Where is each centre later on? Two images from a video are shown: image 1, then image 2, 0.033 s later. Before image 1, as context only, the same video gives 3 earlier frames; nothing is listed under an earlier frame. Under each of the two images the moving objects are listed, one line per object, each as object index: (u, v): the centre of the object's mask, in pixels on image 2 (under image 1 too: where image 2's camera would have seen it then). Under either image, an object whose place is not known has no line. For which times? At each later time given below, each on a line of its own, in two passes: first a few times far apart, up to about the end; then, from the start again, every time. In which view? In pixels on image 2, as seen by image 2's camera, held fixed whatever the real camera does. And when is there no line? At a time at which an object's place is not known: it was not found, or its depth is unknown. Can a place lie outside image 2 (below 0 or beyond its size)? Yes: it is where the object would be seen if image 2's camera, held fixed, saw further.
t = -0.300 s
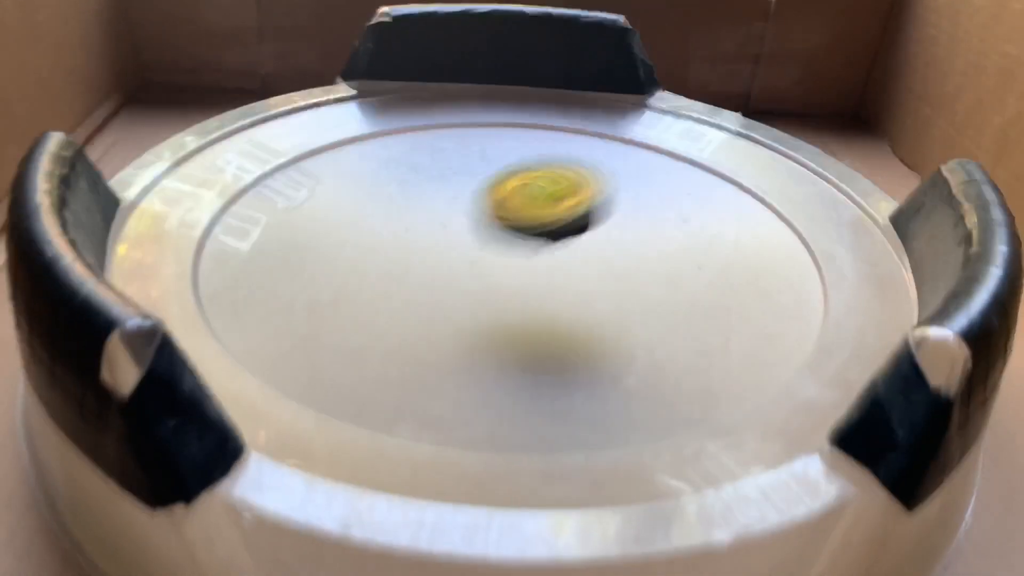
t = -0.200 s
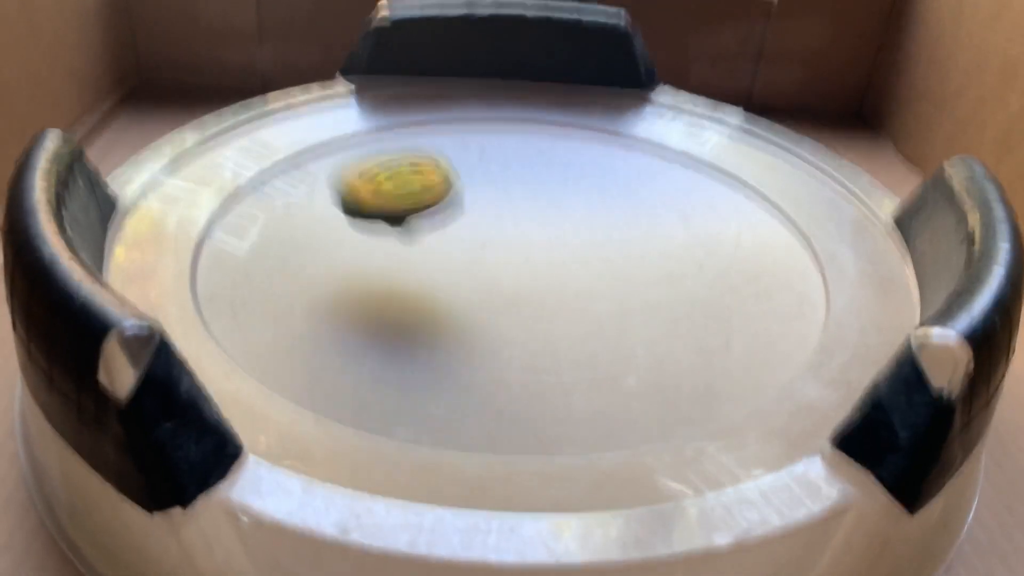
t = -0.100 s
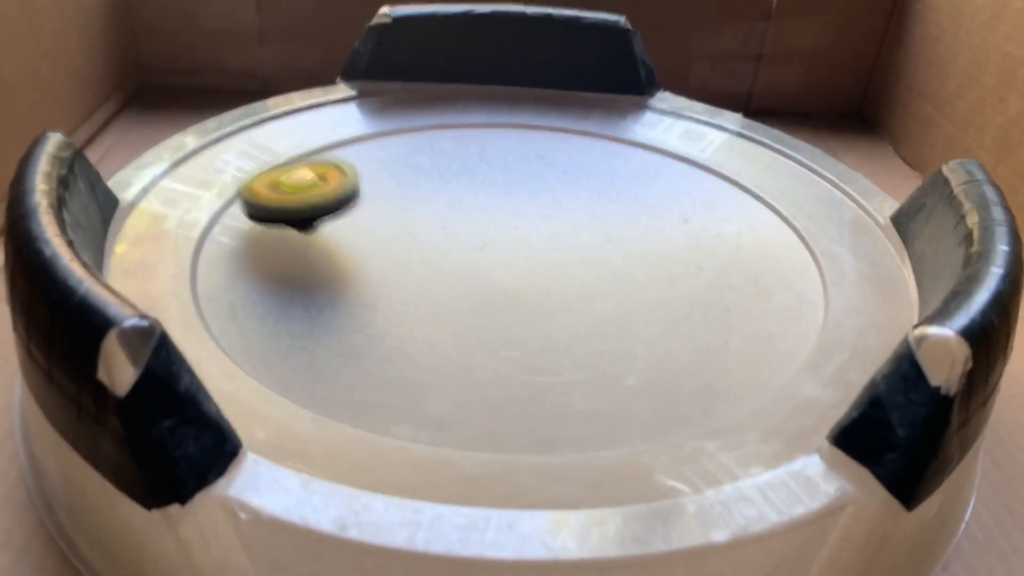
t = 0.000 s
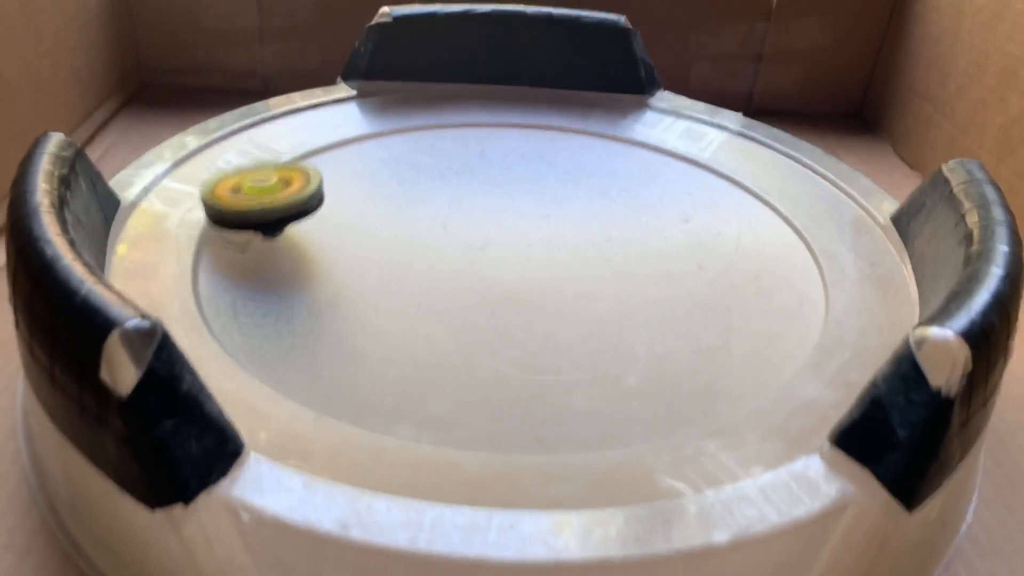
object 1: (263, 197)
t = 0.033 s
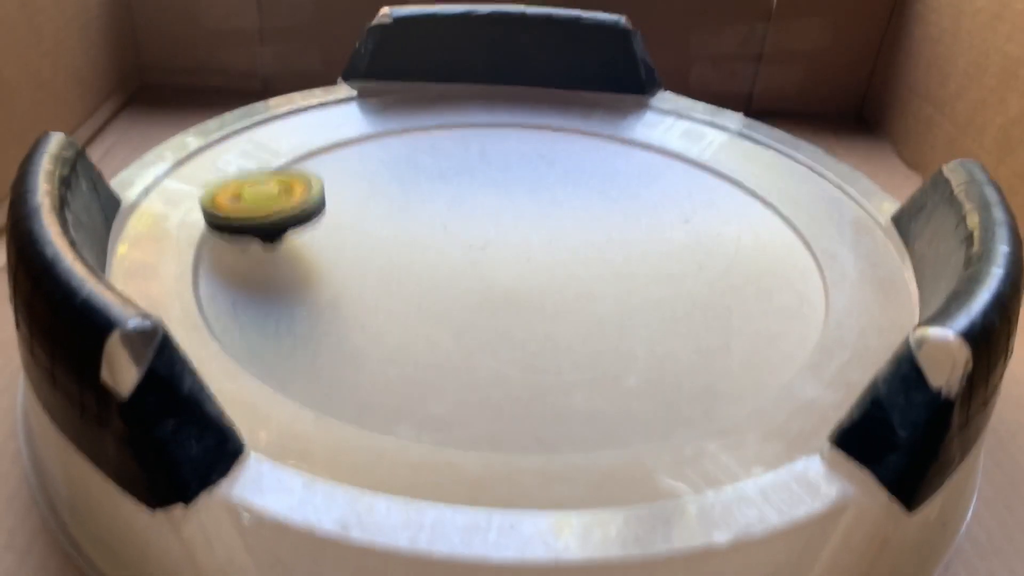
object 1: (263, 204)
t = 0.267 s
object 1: (407, 329)
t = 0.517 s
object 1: (716, 337)
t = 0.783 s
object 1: (674, 206)
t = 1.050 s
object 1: (427, 186)
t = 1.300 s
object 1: (327, 274)
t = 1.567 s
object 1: (557, 353)
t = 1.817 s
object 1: (651, 244)
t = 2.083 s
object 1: (456, 171)
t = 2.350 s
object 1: (307, 229)
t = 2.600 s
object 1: (442, 322)
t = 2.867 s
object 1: (578, 279)
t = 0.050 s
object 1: (266, 209)
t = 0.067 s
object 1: (268, 216)
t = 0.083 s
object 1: (273, 223)
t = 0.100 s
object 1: (281, 232)
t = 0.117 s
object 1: (289, 241)
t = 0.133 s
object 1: (299, 250)
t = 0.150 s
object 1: (309, 259)
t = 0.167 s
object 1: (322, 270)
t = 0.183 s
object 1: (335, 281)
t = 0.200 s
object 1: (347, 290)
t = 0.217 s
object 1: (362, 301)
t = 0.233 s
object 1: (376, 310)
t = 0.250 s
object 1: (392, 321)
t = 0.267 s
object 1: (407, 329)
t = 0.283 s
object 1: (424, 337)
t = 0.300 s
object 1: (443, 345)
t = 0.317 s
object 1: (463, 351)
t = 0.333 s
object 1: (483, 357)
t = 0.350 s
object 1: (506, 361)
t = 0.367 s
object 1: (528, 365)
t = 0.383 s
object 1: (552, 367)
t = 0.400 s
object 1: (574, 368)
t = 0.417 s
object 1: (598, 367)
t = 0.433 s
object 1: (622, 365)
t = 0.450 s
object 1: (645, 361)
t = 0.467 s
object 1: (665, 356)
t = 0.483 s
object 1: (684, 351)
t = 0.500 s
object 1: (700, 344)
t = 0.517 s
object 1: (716, 337)
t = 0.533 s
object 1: (728, 330)
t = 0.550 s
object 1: (739, 320)
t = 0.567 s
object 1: (747, 311)
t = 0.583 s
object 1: (753, 301)
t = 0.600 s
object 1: (756, 292)
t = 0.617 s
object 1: (757, 282)
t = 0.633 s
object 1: (756, 273)
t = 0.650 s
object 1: (753, 264)
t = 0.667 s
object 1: (749, 255)
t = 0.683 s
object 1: (741, 247)
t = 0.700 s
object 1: (734, 239)
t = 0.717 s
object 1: (724, 232)
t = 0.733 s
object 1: (714, 224)
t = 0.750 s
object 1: (701, 218)
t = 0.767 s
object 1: (688, 212)
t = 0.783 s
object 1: (674, 206)
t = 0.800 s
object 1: (661, 202)
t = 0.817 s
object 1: (646, 197)
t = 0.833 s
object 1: (631, 193)
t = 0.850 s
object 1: (616, 189)
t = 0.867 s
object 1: (600, 187)
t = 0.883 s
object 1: (584, 184)
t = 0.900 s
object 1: (568, 182)
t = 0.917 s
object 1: (552, 181)
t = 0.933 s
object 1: (536, 180)
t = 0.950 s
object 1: (521, 179)
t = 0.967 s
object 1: (505, 179)
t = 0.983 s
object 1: (489, 180)
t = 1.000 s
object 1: (473, 180)
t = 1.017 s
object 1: (458, 182)
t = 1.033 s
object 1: (442, 184)
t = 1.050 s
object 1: (427, 186)
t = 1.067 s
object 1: (413, 190)
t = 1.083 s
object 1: (399, 193)
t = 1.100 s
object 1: (386, 197)
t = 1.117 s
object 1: (374, 202)
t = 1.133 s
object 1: (362, 206)
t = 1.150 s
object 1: (352, 212)
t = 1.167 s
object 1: (344, 216)
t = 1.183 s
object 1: (337, 222)
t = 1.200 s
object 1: (332, 229)
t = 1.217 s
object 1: (328, 236)
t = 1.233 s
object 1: (326, 241)
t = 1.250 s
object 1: (324, 250)
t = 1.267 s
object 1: (323, 258)
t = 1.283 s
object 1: (324, 265)
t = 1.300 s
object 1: (327, 274)
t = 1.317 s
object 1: (331, 281)
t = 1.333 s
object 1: (336, 289)
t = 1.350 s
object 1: (341, 297)
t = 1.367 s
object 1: (350, 305)
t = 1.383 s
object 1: (360, 313)
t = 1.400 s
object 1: (372, 321)
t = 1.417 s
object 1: (385, 328)
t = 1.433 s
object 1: (400, 335)
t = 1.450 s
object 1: (416, 341)
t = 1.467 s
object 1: (435, 347)
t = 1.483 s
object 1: (454, 351)
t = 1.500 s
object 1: (475, 354)
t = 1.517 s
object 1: (496, 356)
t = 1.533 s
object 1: (516, 356)
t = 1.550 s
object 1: (537, 355)
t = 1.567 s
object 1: (557, 353)
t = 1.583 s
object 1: (576, 350)
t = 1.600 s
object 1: (593, 346)
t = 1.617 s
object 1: (609, 340)
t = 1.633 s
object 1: (624, 335)
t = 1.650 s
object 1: (636, 327)
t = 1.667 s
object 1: (646, 320)
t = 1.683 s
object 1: (654, 311)
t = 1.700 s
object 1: (660, 303)
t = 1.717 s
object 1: (664, 294)
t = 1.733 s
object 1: (667, 285)
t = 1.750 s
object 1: (667, 277)
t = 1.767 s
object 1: (665, 268)
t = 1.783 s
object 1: (662, 260)
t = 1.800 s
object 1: (657, 251)
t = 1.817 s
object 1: (651, 244)
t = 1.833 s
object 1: (644, 236)
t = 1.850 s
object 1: (635, 229)
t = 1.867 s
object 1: (626, 222)
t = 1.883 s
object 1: (615, 215)
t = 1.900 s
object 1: (604, 209)
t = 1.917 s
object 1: (592, 203)
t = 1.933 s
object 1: (580, 198)
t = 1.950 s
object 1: (568, 193)
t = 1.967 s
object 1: (555, 188)
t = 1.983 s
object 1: (541, 185)
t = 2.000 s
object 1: (528, 181)
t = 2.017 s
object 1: (513, 178)
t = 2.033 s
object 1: (499, 175)
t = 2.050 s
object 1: (485, 173)
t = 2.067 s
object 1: (471, 171)
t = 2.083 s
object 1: (456, 171)
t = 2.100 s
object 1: (442, 170)
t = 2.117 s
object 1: (427, 170)
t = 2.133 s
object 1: (413, 170)
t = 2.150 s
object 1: (398, 171)
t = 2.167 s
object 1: (385, 173)
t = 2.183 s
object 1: (372, 176)
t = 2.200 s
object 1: (362, 176)
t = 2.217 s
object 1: (351, 179)
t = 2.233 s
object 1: (343, 184)
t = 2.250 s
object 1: (334, 189)
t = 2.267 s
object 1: (326, 195)
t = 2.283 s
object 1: (321, 201)
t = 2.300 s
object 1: (316, 207)
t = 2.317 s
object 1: (312, 215)
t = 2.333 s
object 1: (308, 222)
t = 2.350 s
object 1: (307, 229)
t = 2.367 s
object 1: (307, 237)
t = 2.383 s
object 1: (309, 246)
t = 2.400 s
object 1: (312, 253)
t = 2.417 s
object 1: (316, 260)
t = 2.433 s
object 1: (321, 268)
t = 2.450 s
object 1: (327, 275)
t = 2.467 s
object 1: (334, 283)
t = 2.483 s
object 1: (343, 289)
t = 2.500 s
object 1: (356, 296)
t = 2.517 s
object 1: (370, 301)
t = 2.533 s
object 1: (383, 308)
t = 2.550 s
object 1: (395, 313)
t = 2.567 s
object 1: (411, 317)
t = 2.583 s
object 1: (426, 319)
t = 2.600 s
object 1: (442, 322)
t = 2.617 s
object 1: (458, 324)
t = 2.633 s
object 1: (475, 323)
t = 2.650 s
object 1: (493, 323)
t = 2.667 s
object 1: (511, 322)
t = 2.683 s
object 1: (527, 320)
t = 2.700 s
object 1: (545, 316)
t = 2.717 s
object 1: (558, 314)
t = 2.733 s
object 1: (574, 308)
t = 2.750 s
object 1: (586, 303)
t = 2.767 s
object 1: (596, 297)
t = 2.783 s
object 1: (605, 290)
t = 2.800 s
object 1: (613, 283)
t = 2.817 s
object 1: (619, 275)
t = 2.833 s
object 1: (624, 268)
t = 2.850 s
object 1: (626, 261)
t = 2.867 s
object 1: (578, 279)
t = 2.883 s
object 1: (512, 299)
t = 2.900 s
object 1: (443, 311)
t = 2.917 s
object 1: (366, 323)
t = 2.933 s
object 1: (297, 326)
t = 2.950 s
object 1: (227, 308)
